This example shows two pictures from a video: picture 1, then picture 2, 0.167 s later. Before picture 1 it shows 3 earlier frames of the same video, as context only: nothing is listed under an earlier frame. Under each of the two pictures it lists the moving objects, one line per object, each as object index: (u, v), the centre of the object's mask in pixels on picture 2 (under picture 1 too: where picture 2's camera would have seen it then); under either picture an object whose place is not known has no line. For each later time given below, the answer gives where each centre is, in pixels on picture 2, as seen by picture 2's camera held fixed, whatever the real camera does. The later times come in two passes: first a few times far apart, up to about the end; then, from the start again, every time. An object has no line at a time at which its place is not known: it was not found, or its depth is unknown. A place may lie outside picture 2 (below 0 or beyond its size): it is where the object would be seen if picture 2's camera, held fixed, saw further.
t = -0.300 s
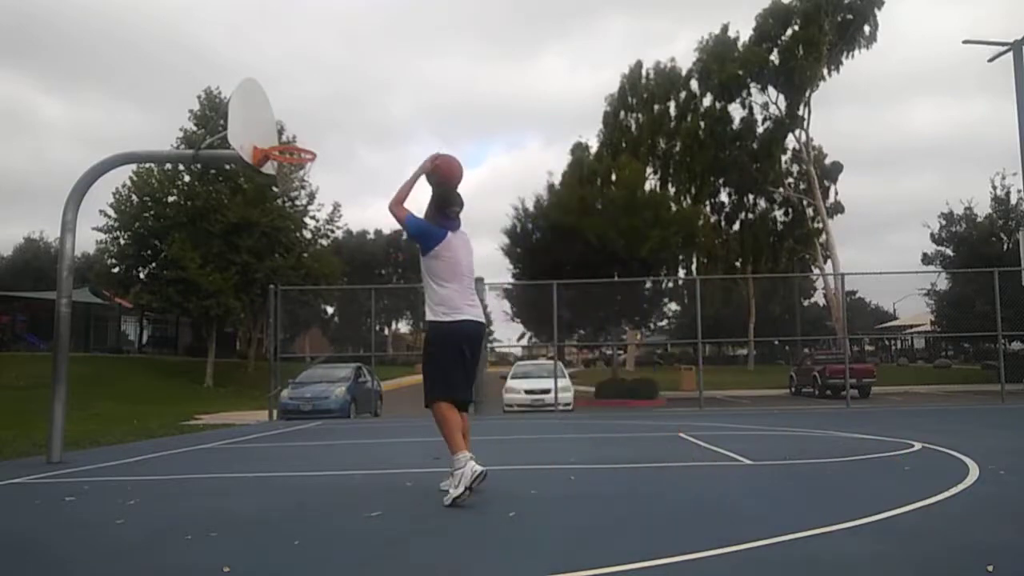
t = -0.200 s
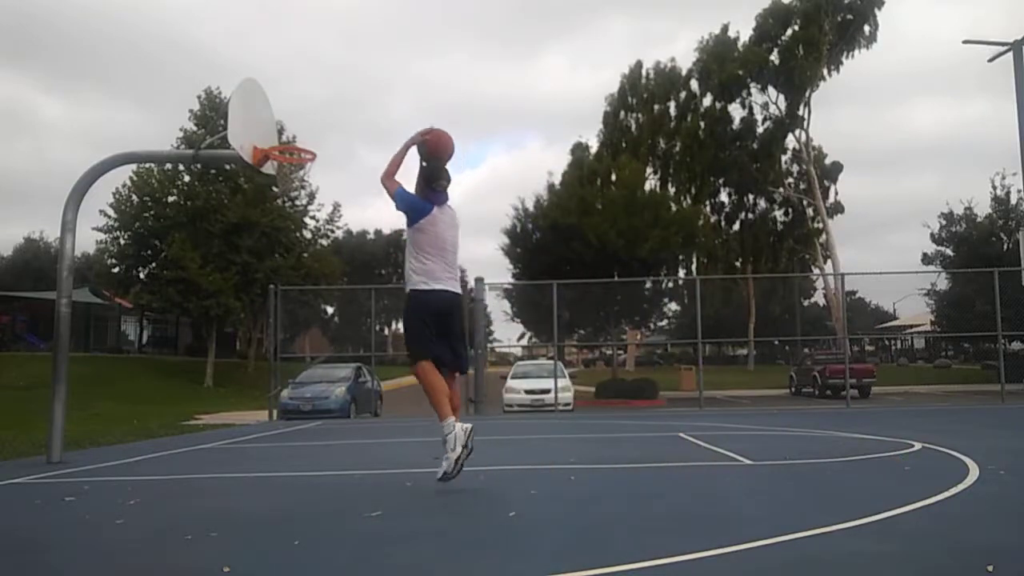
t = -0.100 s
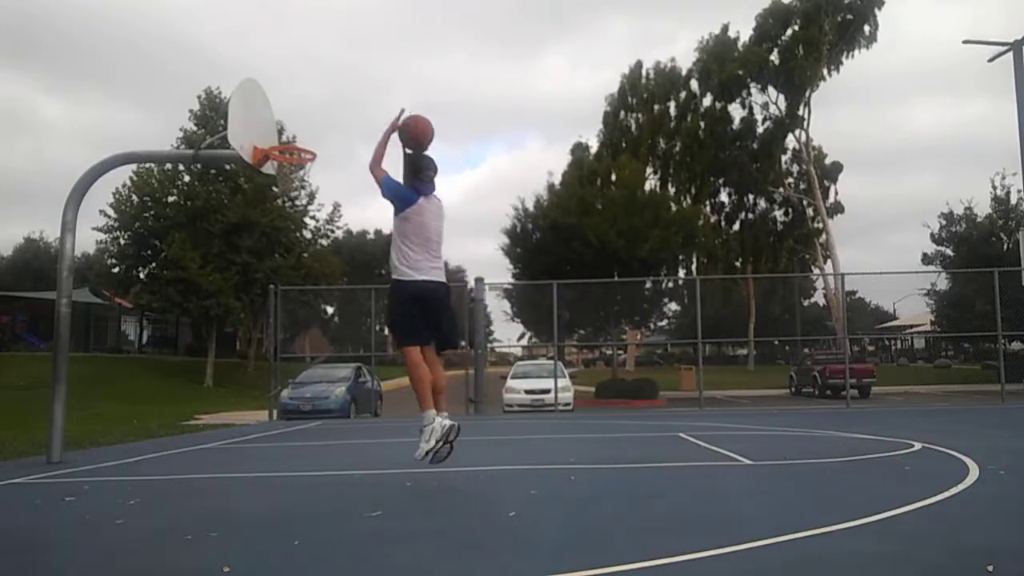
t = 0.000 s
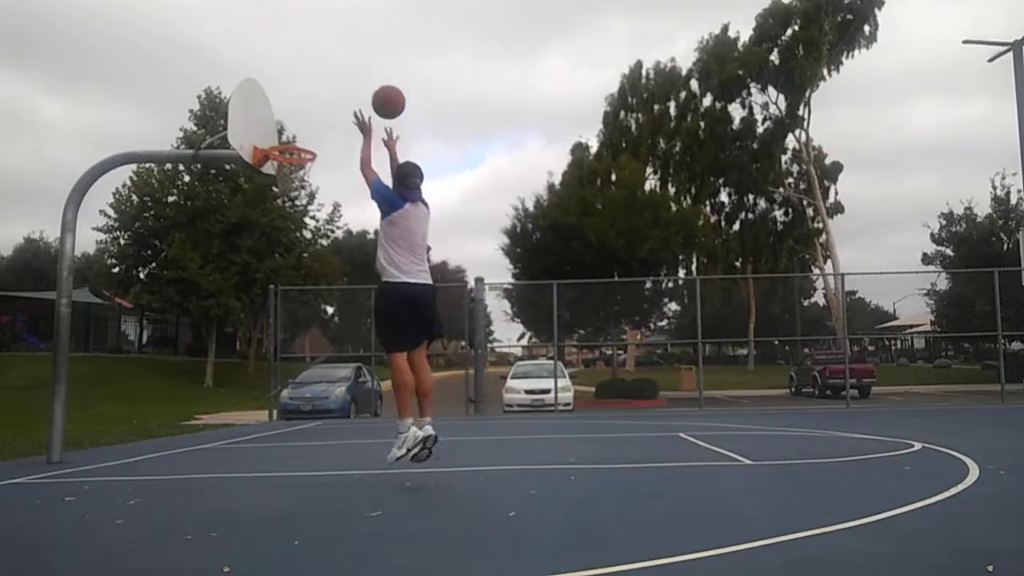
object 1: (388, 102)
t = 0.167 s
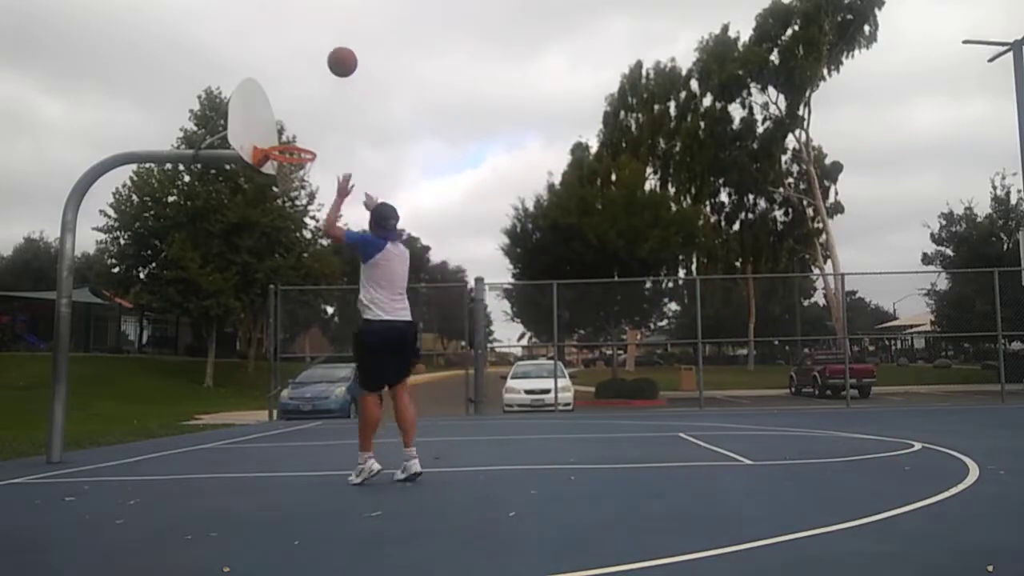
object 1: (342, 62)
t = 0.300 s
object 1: (312, 57)
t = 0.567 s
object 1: (264, 102)
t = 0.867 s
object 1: (290, 126)
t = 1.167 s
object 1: (238, 113)
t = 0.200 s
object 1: (334, 58)
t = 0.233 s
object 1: (326, 57)
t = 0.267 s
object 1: (319, 56)
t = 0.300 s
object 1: (312, 57)
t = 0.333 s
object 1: (305, 60)
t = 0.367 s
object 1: (298, 63)
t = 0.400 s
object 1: (292, 67)
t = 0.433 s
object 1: (286, 72)
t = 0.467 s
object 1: (280, 78)
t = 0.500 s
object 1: (275, 85)
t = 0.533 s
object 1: (269, 93)
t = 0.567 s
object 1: (264, 102)
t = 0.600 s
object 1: (258, 112)
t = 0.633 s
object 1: (269, 118)
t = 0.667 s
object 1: (279, 126)
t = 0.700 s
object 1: (290, 134)
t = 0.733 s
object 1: (303, 141)
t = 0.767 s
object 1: (307, 143)
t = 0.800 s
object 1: (300, 138)
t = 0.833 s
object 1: (295, 132)
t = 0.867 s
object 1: (290, 126)
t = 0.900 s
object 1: (285, 120)
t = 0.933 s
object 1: (279, 116)
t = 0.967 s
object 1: (274, 112)
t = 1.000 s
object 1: (268, 110)
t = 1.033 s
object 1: (263, 108)
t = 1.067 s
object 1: (256, 108)
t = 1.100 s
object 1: (250, 109)
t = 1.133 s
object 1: (244, 110)
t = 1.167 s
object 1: (238, 113)
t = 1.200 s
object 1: (231, 117)
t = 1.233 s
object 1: (226, 123)
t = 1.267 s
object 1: (218, 129)
